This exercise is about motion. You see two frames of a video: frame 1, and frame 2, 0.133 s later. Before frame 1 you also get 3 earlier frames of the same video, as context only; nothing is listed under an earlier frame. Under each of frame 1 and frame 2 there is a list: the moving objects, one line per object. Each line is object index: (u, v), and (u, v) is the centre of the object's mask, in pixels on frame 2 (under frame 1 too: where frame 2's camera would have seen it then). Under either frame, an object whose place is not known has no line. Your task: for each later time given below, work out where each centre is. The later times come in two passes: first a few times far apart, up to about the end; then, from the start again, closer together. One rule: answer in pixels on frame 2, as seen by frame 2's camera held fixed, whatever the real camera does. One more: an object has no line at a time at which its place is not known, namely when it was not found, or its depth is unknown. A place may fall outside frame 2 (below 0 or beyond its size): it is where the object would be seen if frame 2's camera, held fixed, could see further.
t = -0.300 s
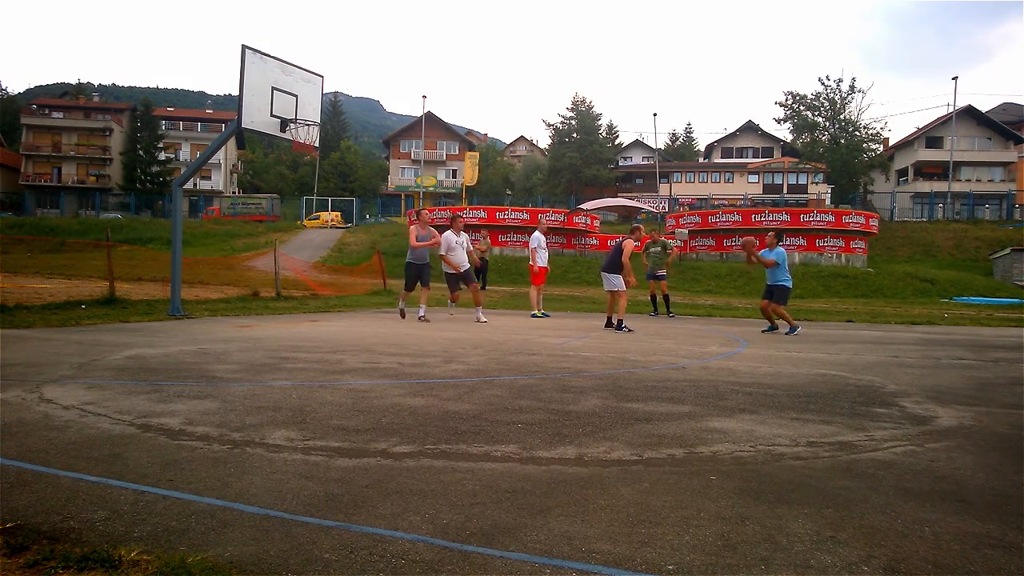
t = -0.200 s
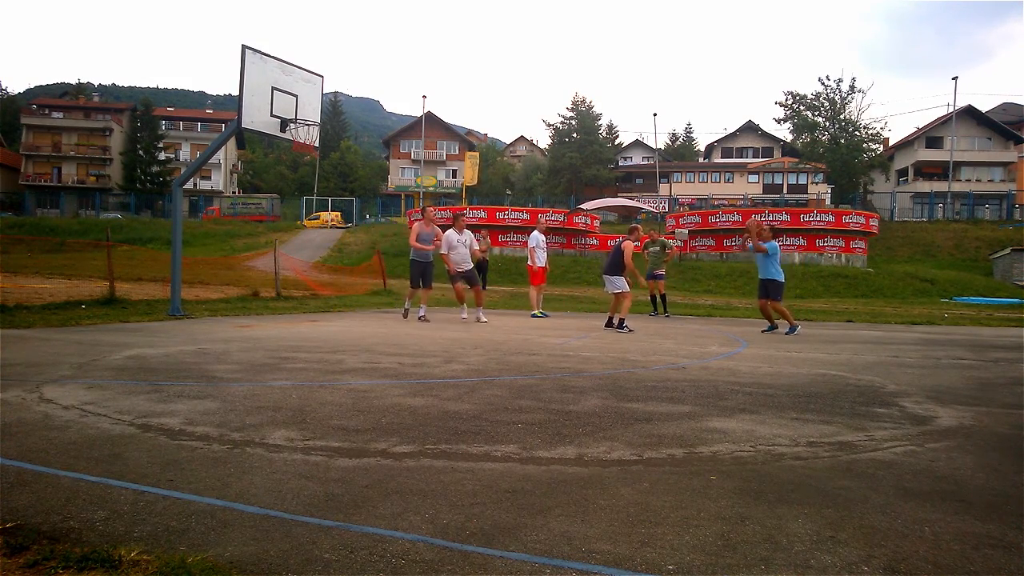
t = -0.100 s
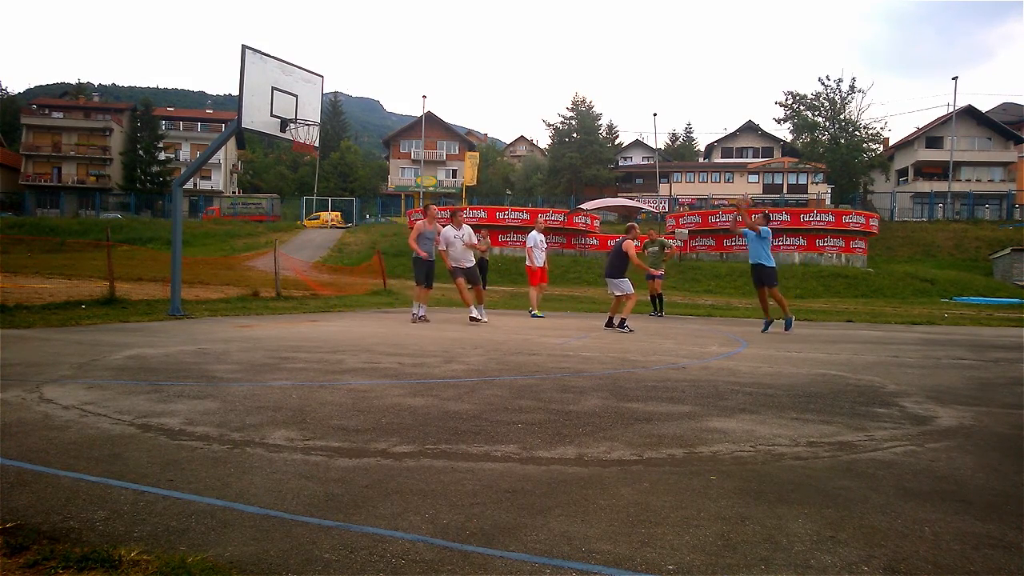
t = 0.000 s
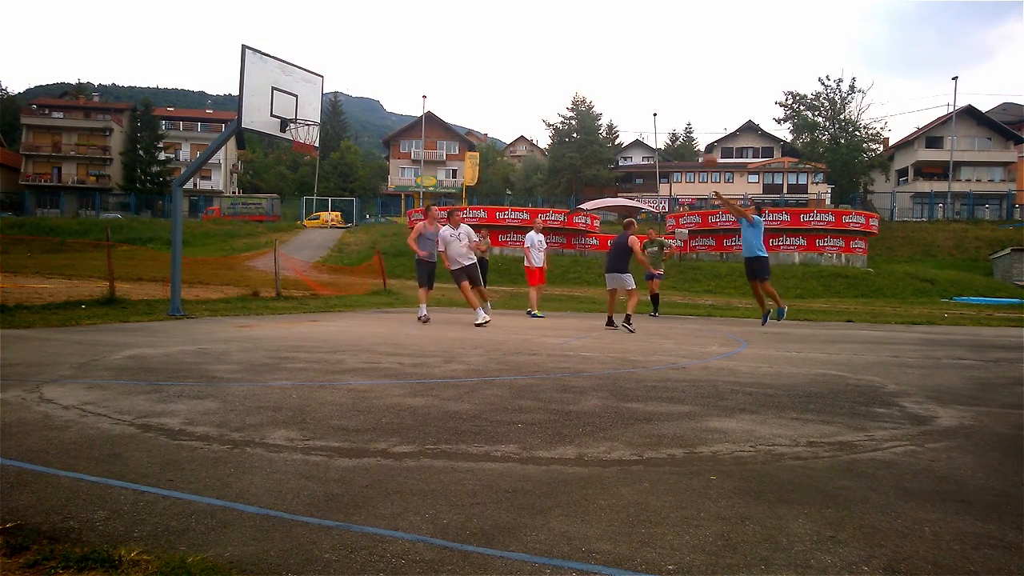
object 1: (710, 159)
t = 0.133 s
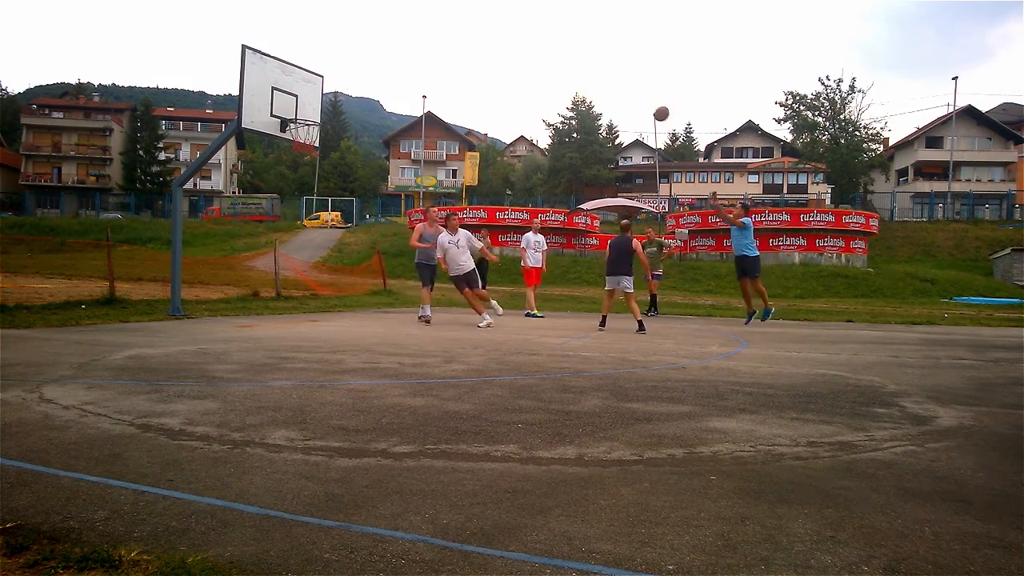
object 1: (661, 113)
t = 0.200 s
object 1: (638, 94)
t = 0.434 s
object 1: (554, 48)
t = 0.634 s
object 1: (481, 36)
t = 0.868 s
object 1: (398, 56)
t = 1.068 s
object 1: (326, 100)
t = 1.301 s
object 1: (276, 148)
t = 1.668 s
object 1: (239, 249)
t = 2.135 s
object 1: (236, 231)
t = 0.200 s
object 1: (638, 94)
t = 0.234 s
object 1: (625, 85)
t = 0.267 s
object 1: (614, 77)
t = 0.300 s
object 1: (601, 69)
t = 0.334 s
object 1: (590, 63)
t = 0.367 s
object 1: (578, 57)
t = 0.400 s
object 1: (566, 52)
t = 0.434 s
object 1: (554, 48)
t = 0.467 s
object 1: (542, 44)
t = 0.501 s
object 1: (529, 41)
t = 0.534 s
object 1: (517, 39)
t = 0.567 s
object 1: (505, 37)
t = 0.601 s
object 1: (493, 36)
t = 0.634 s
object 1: (481, 36)
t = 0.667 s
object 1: (469, 37)
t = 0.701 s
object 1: (457, 38)
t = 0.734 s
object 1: (445, 40)
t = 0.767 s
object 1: (433, 43)
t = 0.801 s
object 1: (421, 46)
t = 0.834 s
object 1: (410, 51)
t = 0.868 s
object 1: (398, 56)
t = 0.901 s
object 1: (386, 61)
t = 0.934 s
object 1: (374, 68)
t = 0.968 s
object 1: (362, 75)
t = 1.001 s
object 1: (350, 83)
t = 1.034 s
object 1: (338, 92)
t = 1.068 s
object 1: (326, 100)
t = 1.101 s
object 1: (313, 110)
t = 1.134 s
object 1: (301, 121)
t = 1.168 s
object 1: (290, 133)
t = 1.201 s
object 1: (286, 136)
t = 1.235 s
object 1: (282, 138)
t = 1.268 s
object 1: (278, 144)
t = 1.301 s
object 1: (276, 148)
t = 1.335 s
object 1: (273, 154)
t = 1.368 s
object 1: (270, 159)
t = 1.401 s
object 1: (266, 167)
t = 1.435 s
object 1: (263, 174)
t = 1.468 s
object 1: (260, 184)
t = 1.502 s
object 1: (256, 192)
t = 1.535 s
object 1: (252, 203)
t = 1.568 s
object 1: (249, 214)
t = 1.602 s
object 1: (246, 224)
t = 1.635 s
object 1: (243, 236)
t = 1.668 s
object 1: (239, 249)
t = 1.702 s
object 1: (236, 262)
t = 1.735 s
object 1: (233, 275)
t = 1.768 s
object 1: (229, 290)
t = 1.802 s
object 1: (225, 305)
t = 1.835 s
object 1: (224, 313)
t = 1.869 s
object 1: (225, 302)
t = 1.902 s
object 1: (227, 290)
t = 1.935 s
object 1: (227, 279)
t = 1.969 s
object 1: (229, 270)
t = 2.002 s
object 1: (230, 261)
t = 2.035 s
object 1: (232, 252)
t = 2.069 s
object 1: (234, 244)
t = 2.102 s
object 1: (235, 237)
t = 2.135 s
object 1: (236, 231)
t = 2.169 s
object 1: (237, 226)
